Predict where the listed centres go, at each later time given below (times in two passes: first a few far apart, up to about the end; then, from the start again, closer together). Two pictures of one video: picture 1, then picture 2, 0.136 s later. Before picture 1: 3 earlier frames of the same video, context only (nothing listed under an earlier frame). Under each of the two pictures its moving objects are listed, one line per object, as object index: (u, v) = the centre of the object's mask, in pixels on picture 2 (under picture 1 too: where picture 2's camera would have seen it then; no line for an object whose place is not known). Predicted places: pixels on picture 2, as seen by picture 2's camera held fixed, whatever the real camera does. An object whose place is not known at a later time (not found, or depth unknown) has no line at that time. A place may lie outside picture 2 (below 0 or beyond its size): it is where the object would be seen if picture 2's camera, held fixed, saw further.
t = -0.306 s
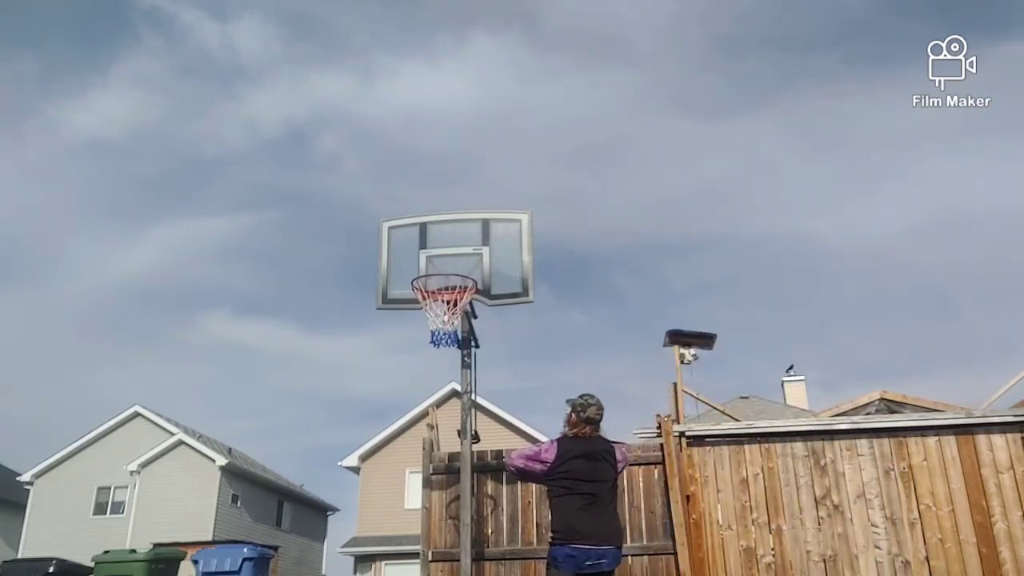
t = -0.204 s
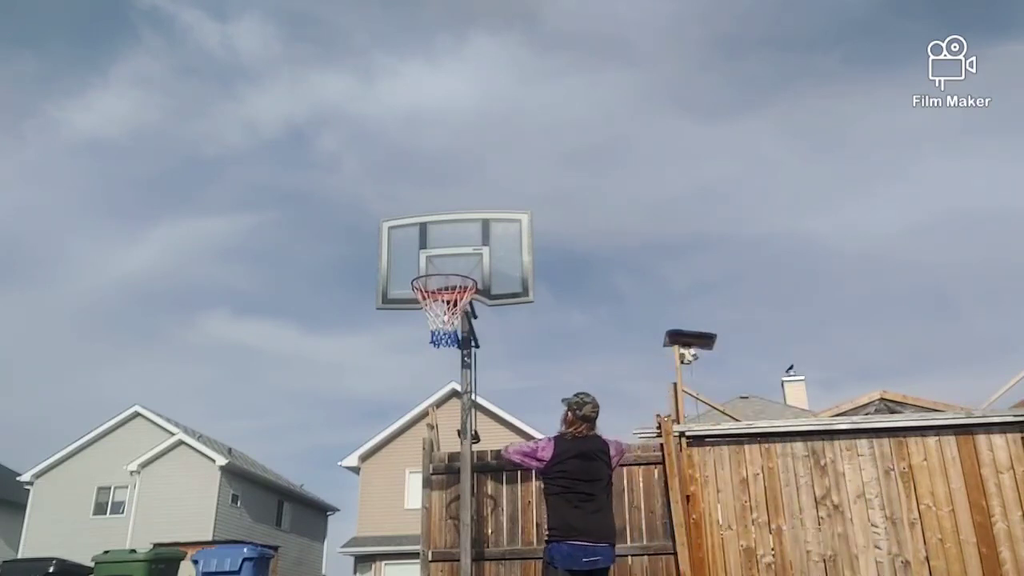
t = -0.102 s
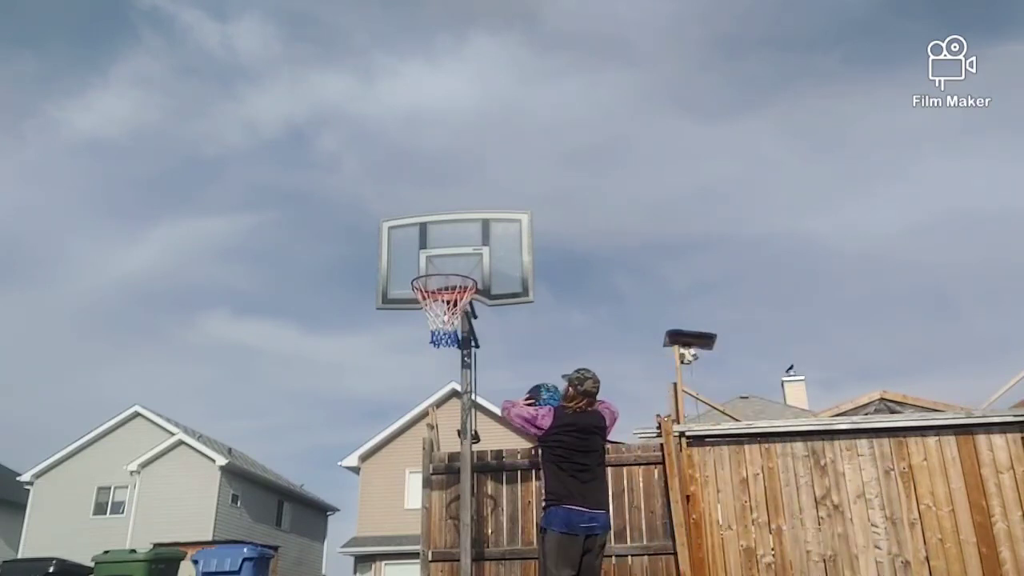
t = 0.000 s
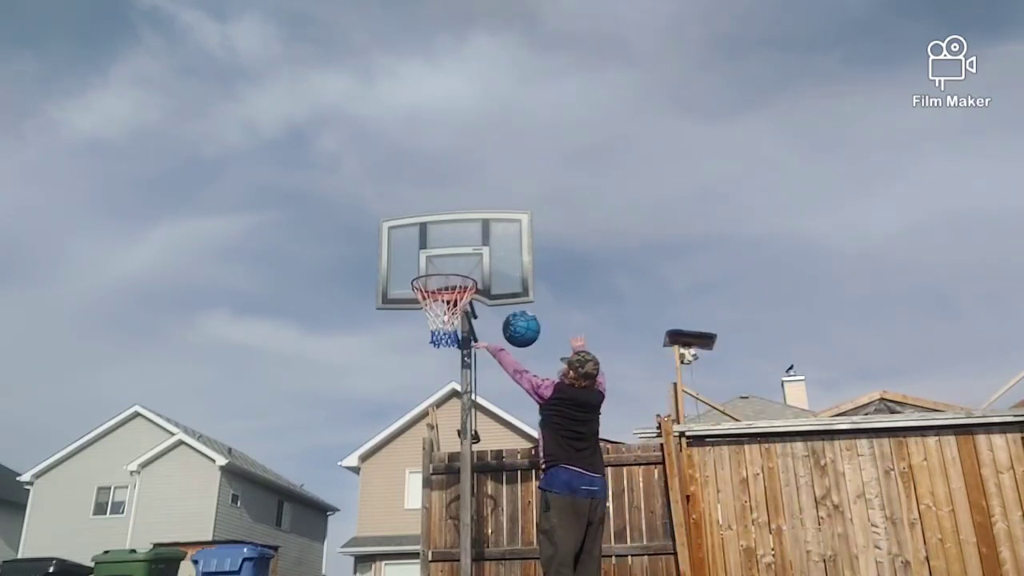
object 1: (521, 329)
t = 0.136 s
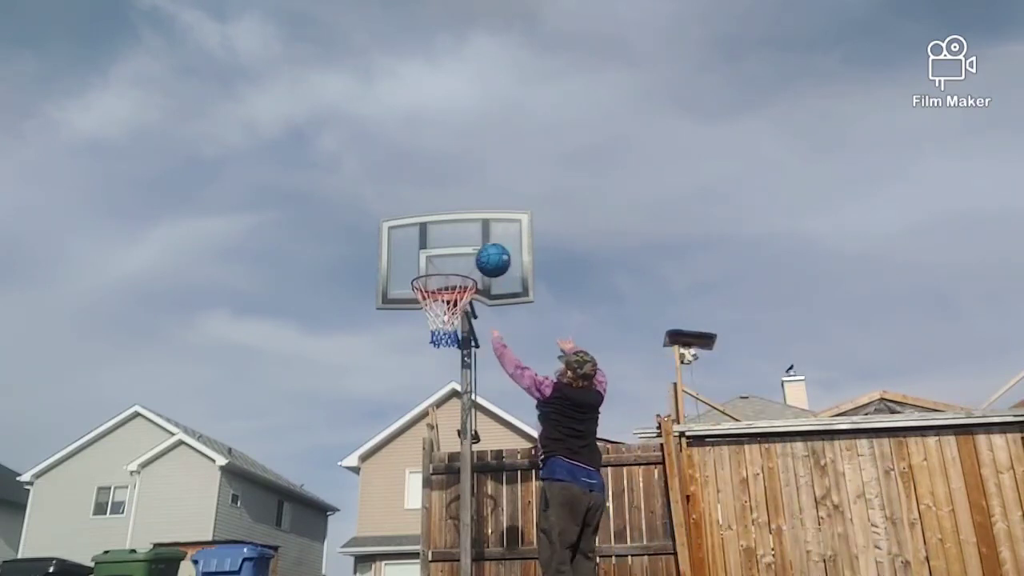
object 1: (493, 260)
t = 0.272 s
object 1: (468, 220)
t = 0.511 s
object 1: (429, 206)
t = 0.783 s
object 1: (385, 267)
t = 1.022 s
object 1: (341, 362)
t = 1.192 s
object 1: (304, 479)
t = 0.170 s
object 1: (487, 248)
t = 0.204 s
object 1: (480, 237)
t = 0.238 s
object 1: (474, 228)
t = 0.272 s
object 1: (468, 220)
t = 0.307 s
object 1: (463, 214)
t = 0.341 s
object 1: (457, 209)
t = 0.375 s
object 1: (451, 206)
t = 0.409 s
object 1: (445, 204)
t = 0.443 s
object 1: (440, 204)
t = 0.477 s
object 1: (434, 204)
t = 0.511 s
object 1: (429, 206)
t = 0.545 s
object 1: (424, 209)
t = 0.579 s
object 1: (418, 213)
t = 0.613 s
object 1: (413, 219)
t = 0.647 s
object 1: (407, 226)
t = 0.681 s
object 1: (402, 234)
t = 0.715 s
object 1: (396, 243)
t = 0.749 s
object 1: (391, 253)
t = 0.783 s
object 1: (385, 267)
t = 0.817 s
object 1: (380, 279)
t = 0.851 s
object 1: (374, 290)
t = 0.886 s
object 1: (367, 301)
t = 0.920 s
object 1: (361, 314)
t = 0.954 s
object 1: (355, 328)
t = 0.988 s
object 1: (348, 345)
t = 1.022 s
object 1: (341, 362)
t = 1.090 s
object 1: (327, 403)
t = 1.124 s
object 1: (319, 427)
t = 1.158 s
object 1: (311, 452)
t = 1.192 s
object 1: (304, 479)
